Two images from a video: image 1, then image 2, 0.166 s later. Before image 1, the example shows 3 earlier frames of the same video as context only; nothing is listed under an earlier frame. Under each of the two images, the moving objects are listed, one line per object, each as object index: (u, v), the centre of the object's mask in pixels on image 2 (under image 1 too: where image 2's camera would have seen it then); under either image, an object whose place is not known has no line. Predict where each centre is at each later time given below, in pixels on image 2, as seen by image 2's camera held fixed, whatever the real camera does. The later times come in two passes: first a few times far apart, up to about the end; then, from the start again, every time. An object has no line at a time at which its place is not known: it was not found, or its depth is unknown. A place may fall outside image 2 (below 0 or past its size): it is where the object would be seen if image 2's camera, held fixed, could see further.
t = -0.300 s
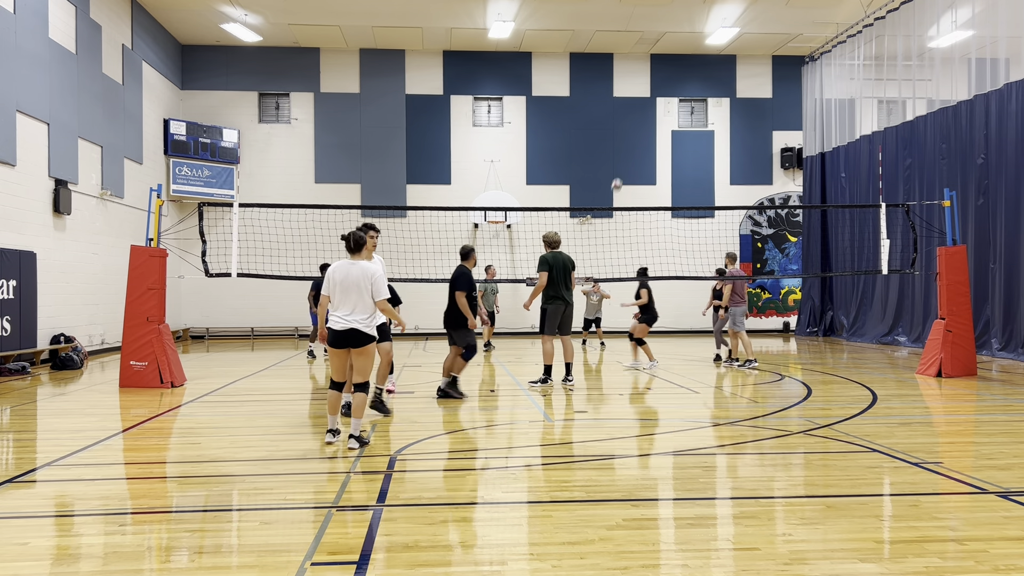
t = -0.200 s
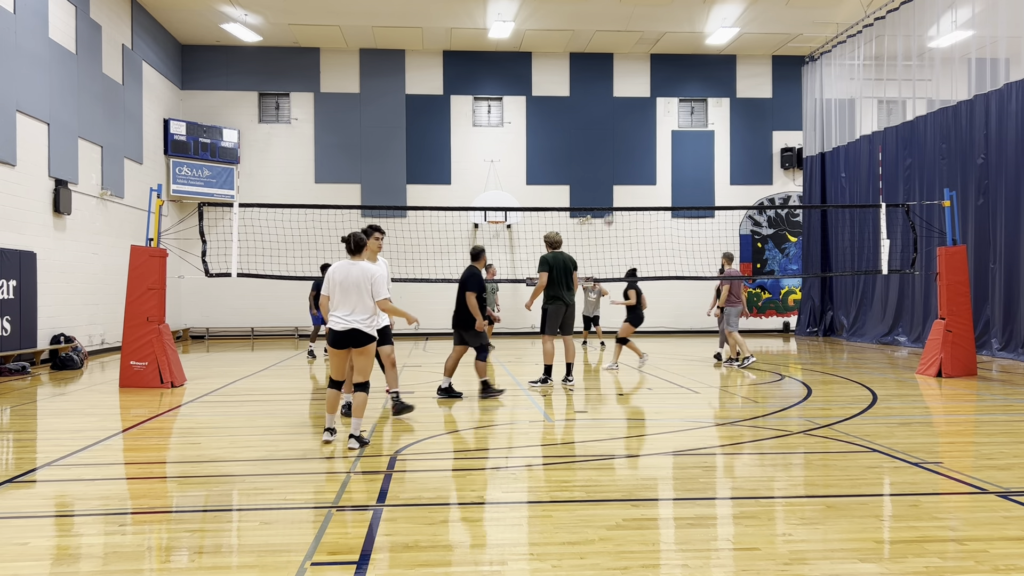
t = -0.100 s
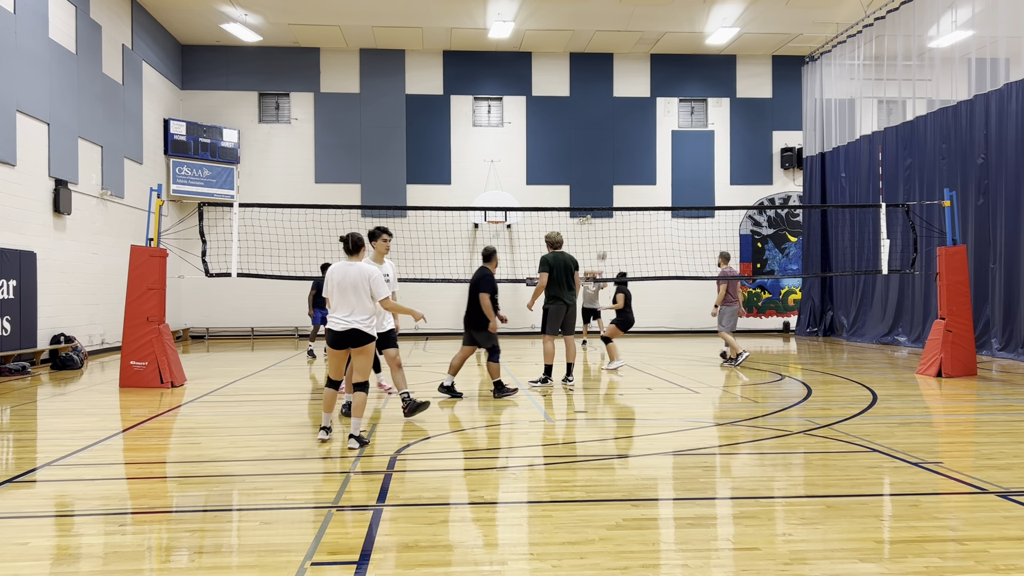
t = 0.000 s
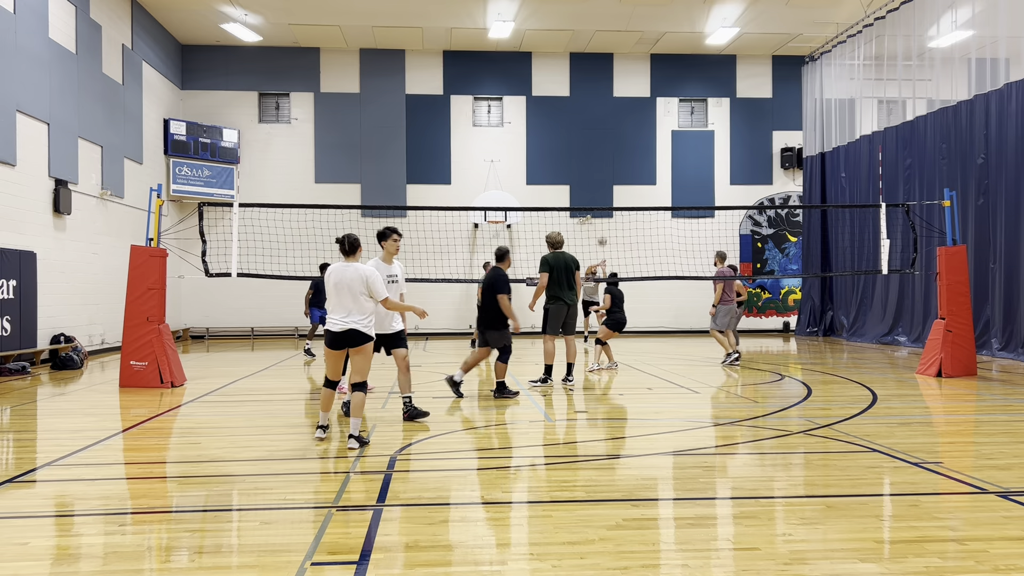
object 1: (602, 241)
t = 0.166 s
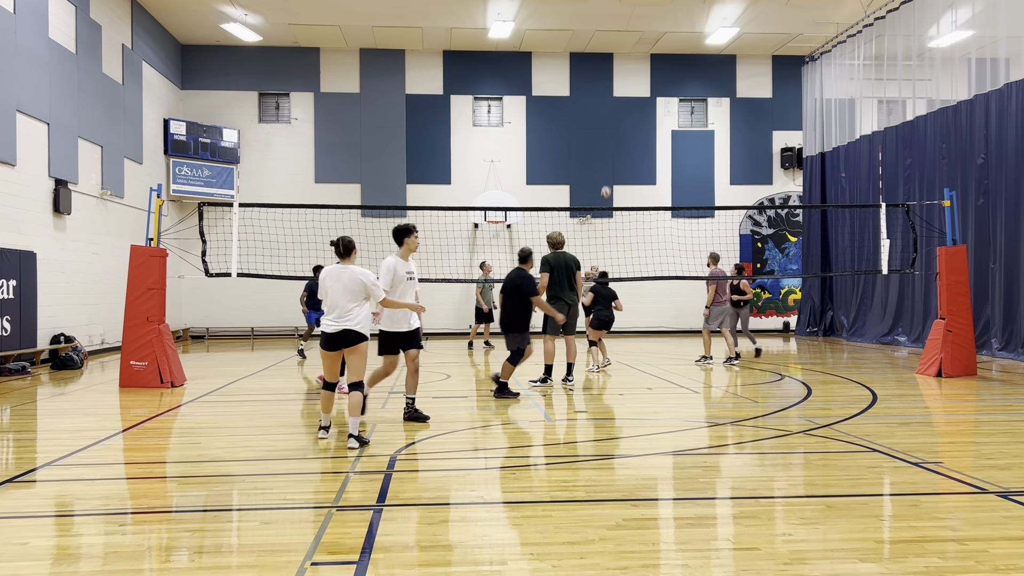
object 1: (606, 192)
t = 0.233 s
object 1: (607, 176)
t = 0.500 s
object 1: (612, 130)
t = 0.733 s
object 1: (616, 118)
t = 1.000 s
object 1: (622, 138)
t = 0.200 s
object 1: (607, 184)
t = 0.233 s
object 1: (607, 176)
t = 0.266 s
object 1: (608, 168)
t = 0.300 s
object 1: (609, 162)
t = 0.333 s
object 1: (609, 155)
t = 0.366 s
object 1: (610, 149)
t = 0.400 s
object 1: (610, 143)
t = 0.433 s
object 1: (611, 139)
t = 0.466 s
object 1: (612, 134)
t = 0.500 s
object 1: (612, 130)
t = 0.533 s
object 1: (613, 127)
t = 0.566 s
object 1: (613, 124)
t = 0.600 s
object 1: (614, 122)
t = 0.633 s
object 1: (615, 120)
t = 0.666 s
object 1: (615, 119)
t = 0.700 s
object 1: (616, 118)
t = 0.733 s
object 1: (616, 118)
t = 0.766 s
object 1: (617, 118)
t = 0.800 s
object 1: (618, 119)
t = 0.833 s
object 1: (618, 121)
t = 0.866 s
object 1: (619, 123)
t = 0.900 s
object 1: (619, 126)
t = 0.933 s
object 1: (620, 129)
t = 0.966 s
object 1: (621, 133)
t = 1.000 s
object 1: (622, 138)
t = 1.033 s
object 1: (622, 143)
